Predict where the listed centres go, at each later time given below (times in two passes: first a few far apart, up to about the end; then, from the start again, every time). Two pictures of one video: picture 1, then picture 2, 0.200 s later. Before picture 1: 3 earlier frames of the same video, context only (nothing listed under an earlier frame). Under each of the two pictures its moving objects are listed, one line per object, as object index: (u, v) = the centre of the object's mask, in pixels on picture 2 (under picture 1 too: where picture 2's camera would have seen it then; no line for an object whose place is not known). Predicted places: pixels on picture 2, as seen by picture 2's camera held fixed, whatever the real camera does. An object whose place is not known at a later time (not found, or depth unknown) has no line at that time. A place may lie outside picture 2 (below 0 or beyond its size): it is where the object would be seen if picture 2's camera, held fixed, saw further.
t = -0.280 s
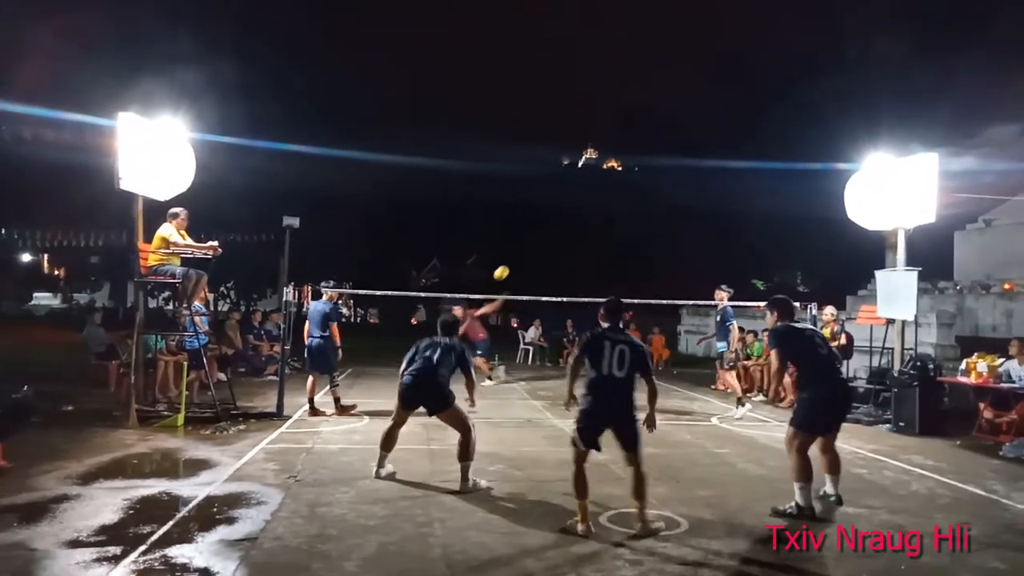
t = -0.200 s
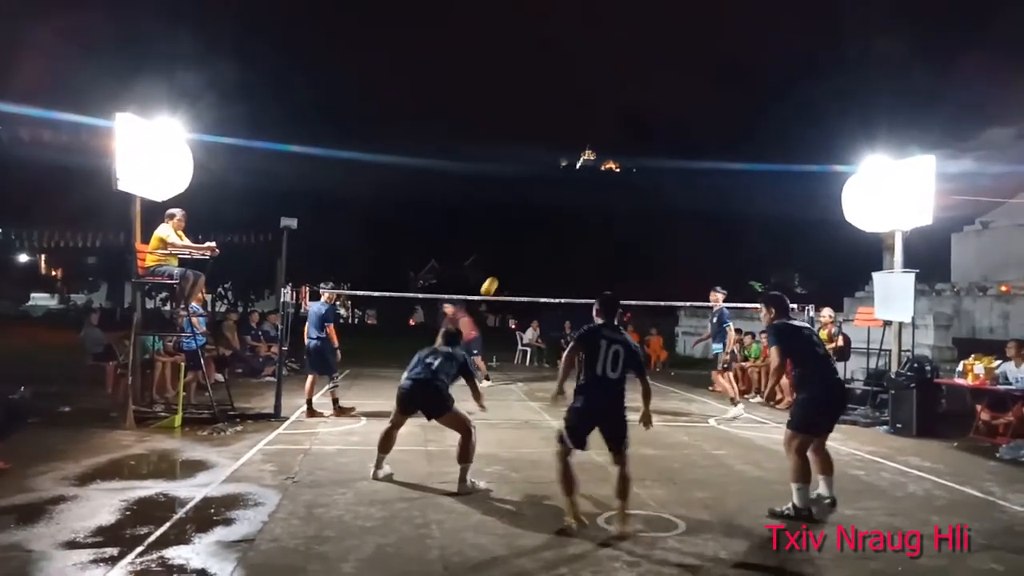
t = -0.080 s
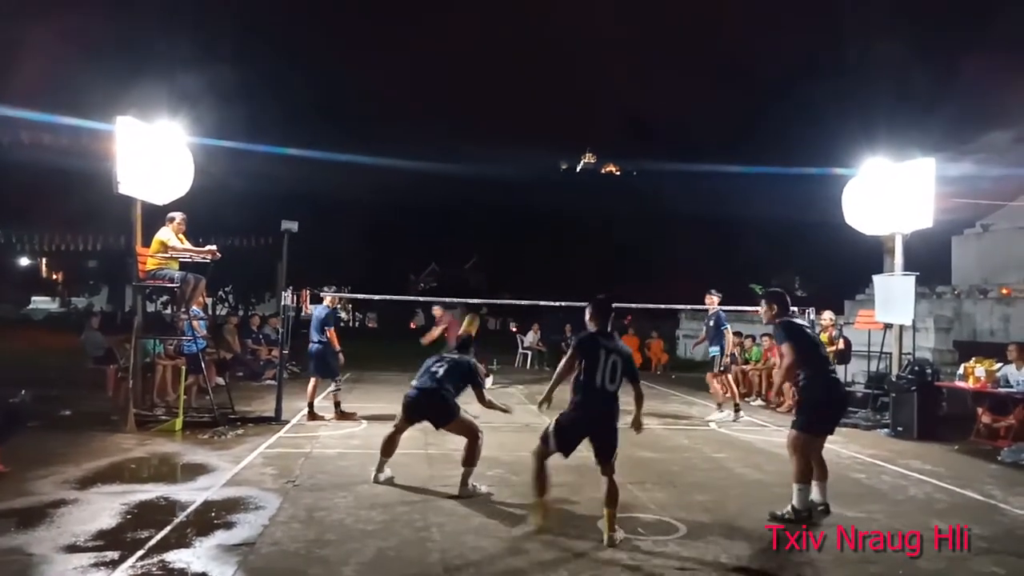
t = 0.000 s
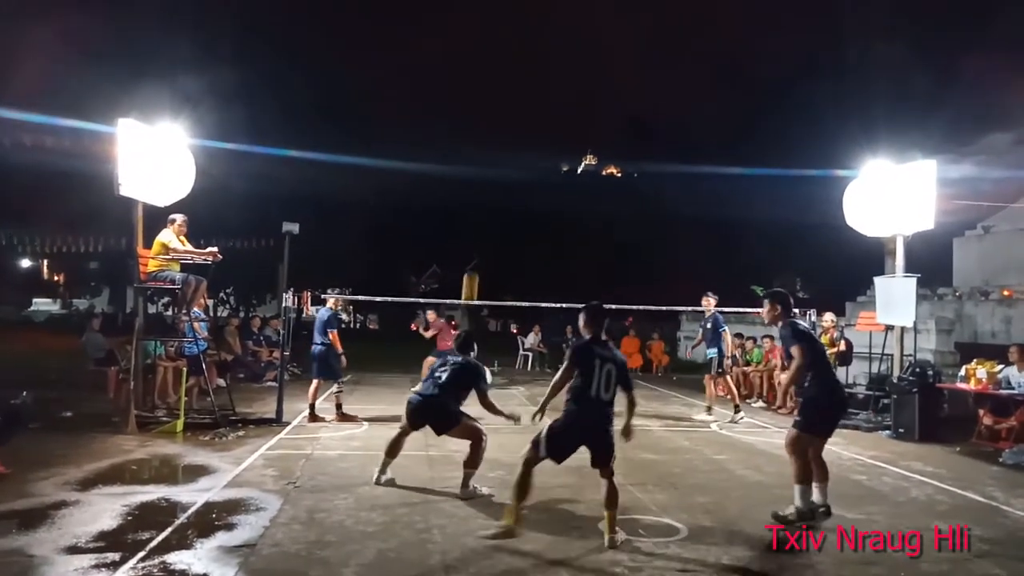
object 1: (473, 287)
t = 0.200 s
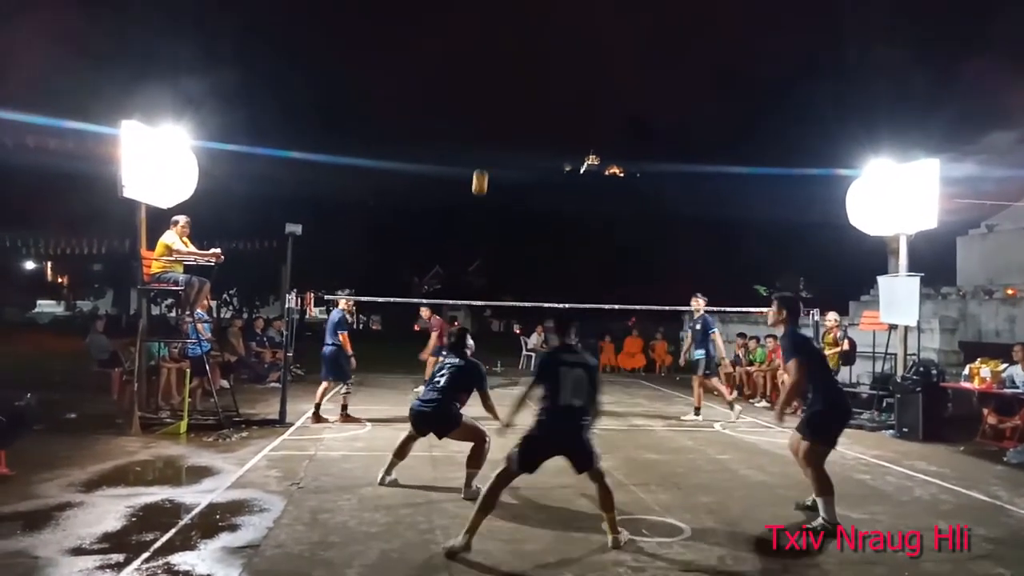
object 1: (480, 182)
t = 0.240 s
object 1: (481, 167)
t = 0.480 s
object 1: (487, 113)
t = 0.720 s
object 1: (491, 120)
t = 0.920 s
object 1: (493, 168)
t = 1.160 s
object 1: (494, 268)
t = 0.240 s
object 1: (481, 167)
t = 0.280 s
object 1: (482, 153)
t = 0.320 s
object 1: (483, 142)
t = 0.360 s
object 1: (484, 132)
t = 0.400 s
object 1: (485, 124)
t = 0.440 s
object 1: (486, 117)
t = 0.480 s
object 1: (487, 113)
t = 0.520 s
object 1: (488, 110)
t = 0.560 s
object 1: (488, 109)
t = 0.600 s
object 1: (489, 110)
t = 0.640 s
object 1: (490, 112)
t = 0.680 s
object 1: (490, 115)
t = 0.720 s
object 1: (491, 120)
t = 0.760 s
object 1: (491, 127)
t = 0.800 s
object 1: (492, 135)
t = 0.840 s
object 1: (492, 145)
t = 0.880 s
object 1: (492, 156)
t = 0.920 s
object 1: (493, 168)
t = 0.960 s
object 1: (493, 182)
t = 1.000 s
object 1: (493, 197)
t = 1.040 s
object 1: (494, 213)
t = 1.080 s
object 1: (494, 231)
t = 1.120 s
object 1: (494, 250)
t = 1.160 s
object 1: (494, 268)
